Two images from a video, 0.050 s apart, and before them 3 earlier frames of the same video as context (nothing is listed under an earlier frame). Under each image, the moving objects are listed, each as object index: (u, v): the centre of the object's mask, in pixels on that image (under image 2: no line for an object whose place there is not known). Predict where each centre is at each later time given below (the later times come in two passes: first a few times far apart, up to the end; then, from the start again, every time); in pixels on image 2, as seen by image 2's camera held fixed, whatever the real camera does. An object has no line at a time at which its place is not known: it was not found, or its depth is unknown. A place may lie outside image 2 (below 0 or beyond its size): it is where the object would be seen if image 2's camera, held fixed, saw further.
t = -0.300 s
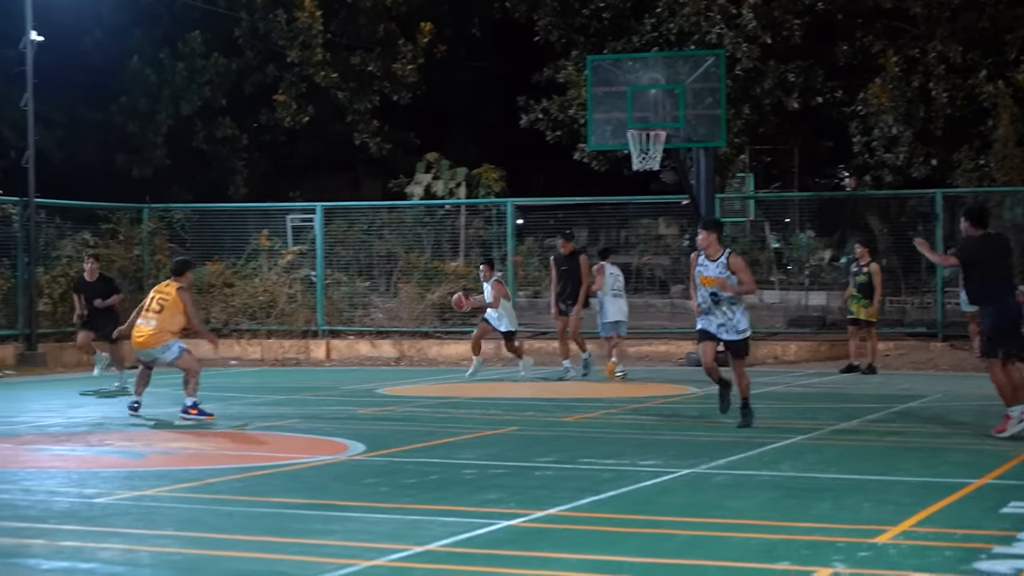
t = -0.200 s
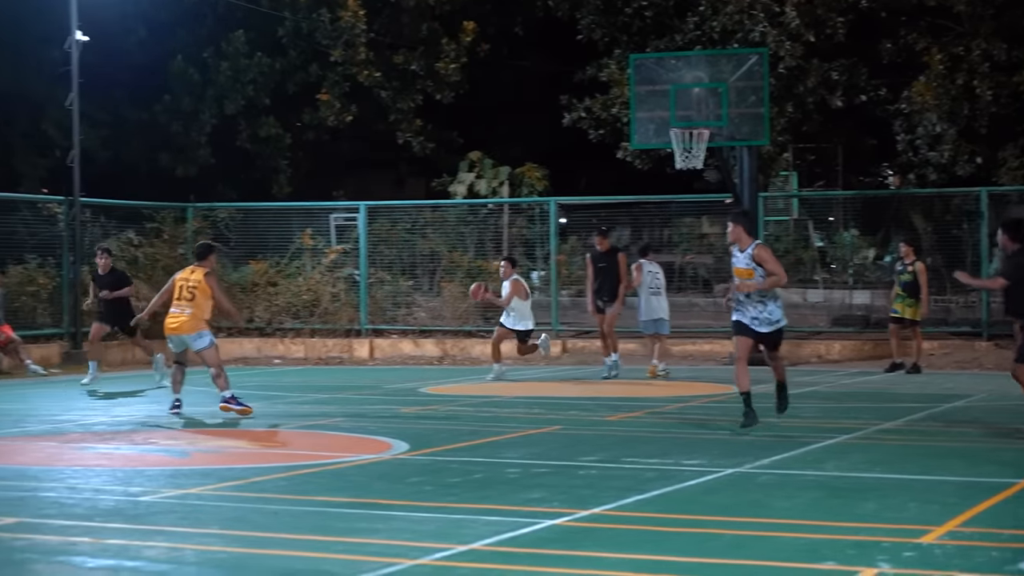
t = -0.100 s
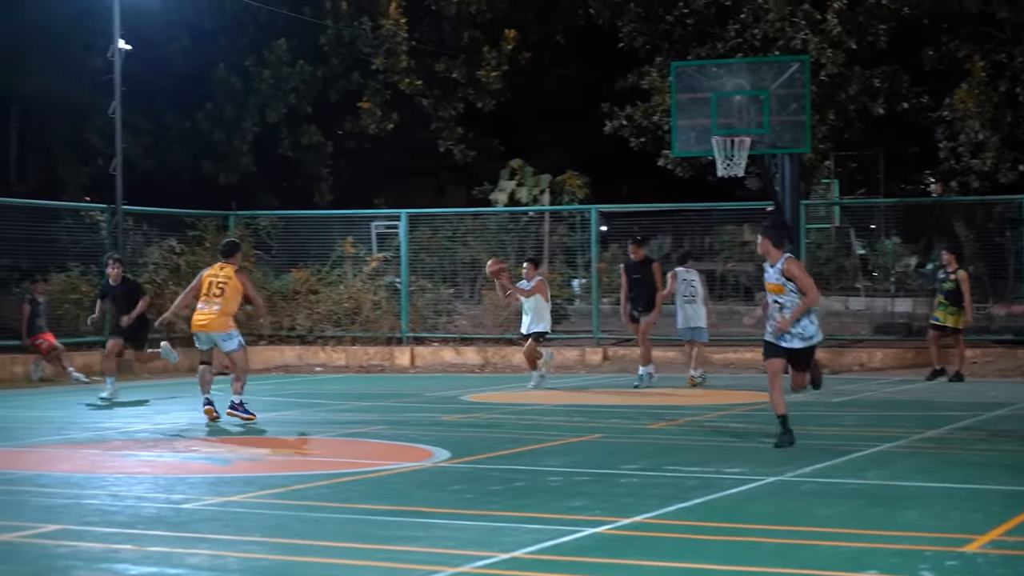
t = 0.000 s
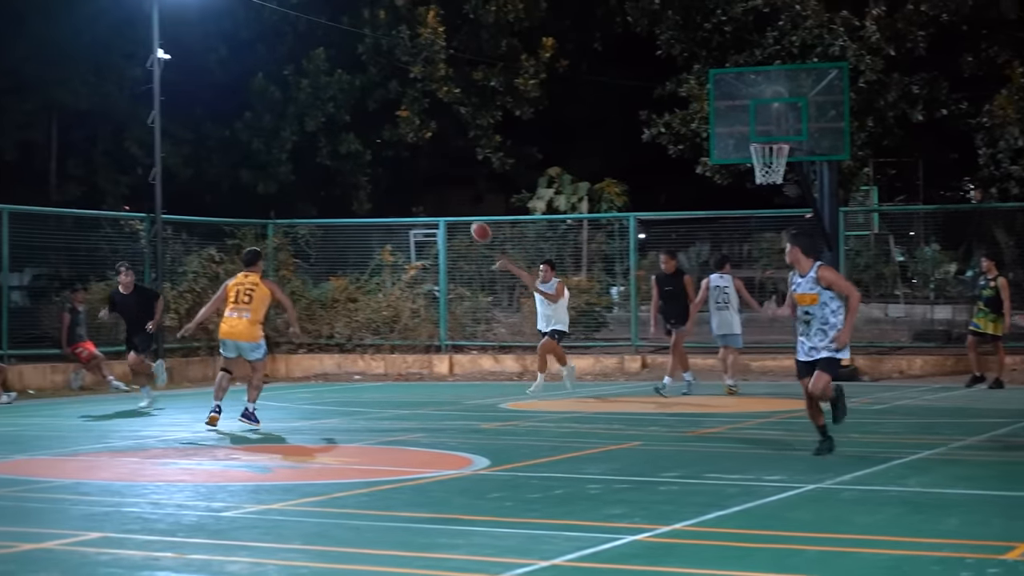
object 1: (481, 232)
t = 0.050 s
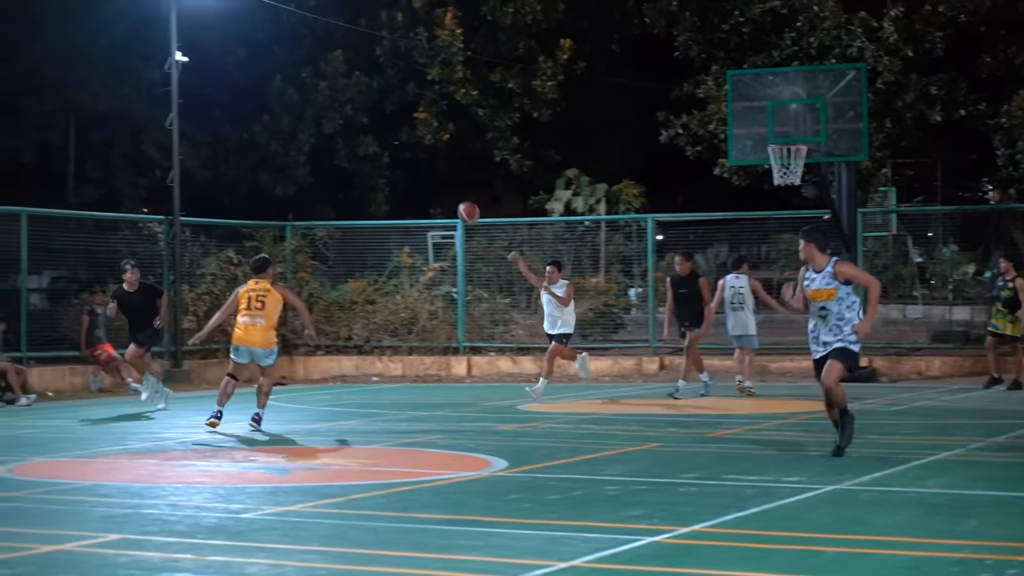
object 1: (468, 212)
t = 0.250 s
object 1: (338, 146)
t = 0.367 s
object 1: (250, 118)
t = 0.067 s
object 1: (458, 206)
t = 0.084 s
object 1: (448, 200)
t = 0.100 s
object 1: (437, 194)
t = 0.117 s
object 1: (426, 187)
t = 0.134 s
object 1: (416, 182)
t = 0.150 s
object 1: (405, 176)
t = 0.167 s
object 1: (394, 171)
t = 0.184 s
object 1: (383, 166)
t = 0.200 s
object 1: (372, 160)
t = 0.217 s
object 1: (361, 155)
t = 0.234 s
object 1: (350, 151)
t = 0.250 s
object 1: (338, 146)
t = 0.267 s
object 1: (327, 141)
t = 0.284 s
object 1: (315, 137)
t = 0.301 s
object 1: (303, 133)
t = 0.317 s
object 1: (291, 129)
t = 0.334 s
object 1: (278, 126)
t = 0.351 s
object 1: (264, 122)
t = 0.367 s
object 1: (250, 118)
